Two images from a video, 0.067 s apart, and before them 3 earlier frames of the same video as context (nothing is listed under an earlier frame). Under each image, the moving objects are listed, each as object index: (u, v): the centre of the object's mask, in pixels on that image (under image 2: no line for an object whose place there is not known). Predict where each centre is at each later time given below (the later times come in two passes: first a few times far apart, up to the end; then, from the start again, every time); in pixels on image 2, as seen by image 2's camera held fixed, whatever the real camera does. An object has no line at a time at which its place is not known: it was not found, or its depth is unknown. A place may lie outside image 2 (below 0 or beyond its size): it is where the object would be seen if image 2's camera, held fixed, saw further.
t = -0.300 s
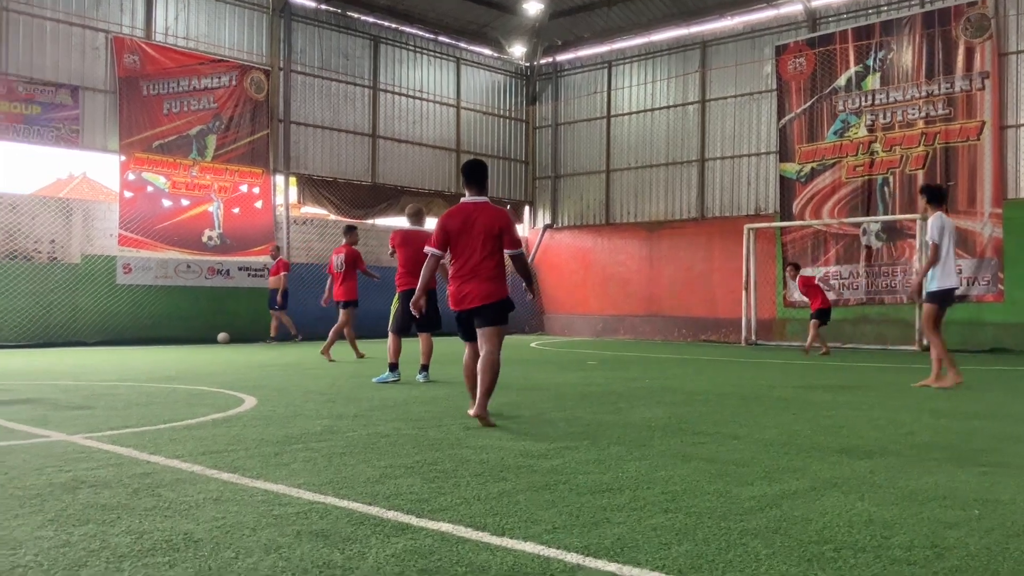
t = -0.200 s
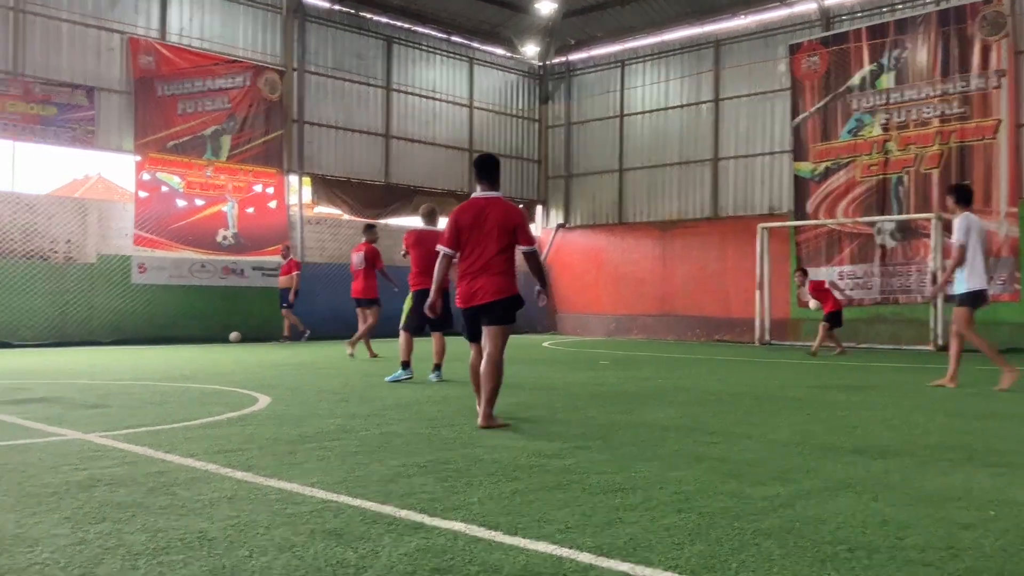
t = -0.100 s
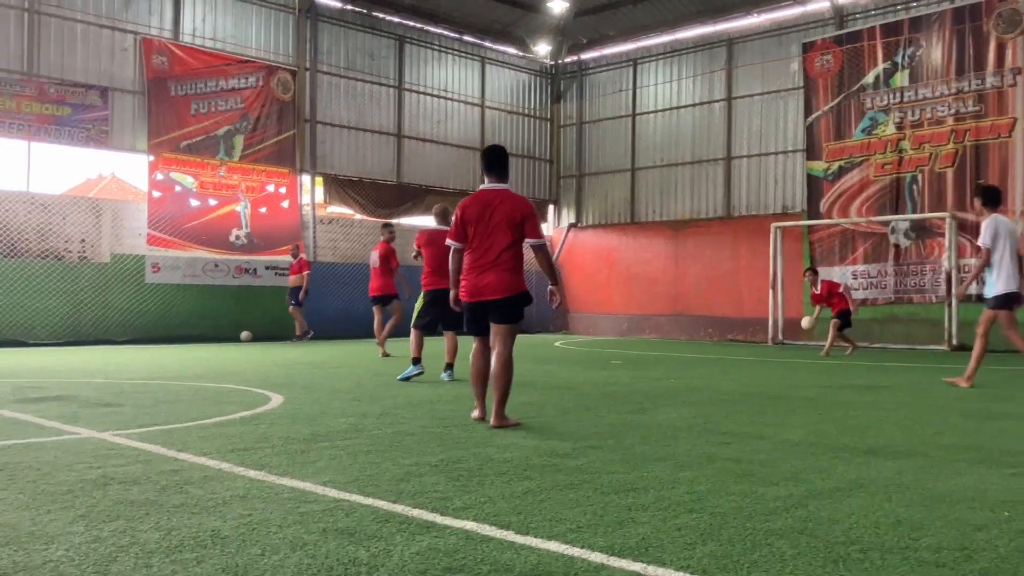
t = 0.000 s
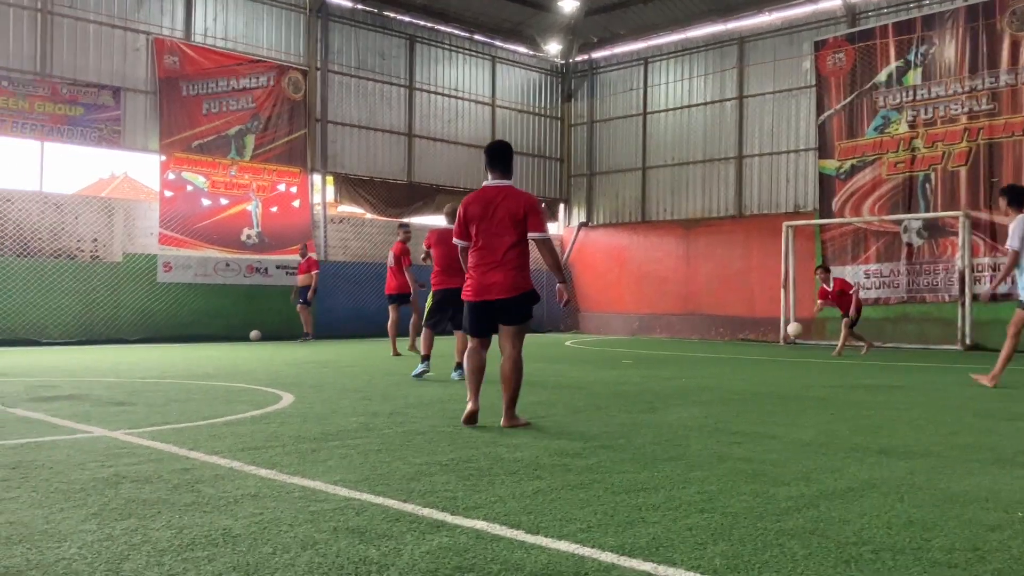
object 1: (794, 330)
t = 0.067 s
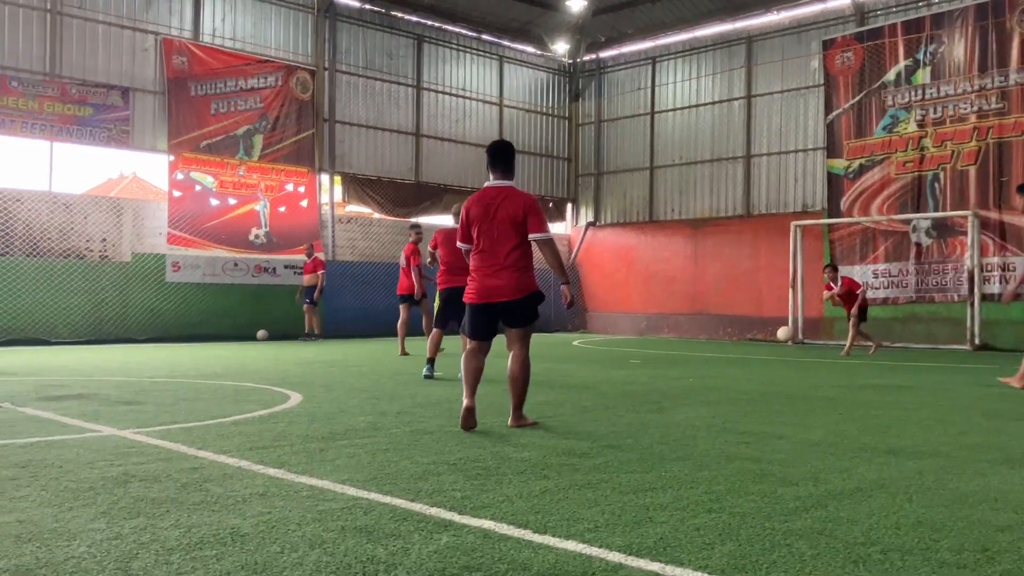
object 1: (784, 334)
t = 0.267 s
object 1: (724, 353)
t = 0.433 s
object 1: (658, 360)
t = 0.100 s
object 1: (775, 337)
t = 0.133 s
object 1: (766, 342)
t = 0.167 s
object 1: (756, 349)
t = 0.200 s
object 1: (745, 356)
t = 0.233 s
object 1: (734, 355)
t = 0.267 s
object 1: (724, 353)
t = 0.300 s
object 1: (712, 352)
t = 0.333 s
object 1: (700, 352)
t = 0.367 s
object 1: (687, 353)
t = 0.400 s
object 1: (673, 356)
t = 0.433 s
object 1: (658, 360)
